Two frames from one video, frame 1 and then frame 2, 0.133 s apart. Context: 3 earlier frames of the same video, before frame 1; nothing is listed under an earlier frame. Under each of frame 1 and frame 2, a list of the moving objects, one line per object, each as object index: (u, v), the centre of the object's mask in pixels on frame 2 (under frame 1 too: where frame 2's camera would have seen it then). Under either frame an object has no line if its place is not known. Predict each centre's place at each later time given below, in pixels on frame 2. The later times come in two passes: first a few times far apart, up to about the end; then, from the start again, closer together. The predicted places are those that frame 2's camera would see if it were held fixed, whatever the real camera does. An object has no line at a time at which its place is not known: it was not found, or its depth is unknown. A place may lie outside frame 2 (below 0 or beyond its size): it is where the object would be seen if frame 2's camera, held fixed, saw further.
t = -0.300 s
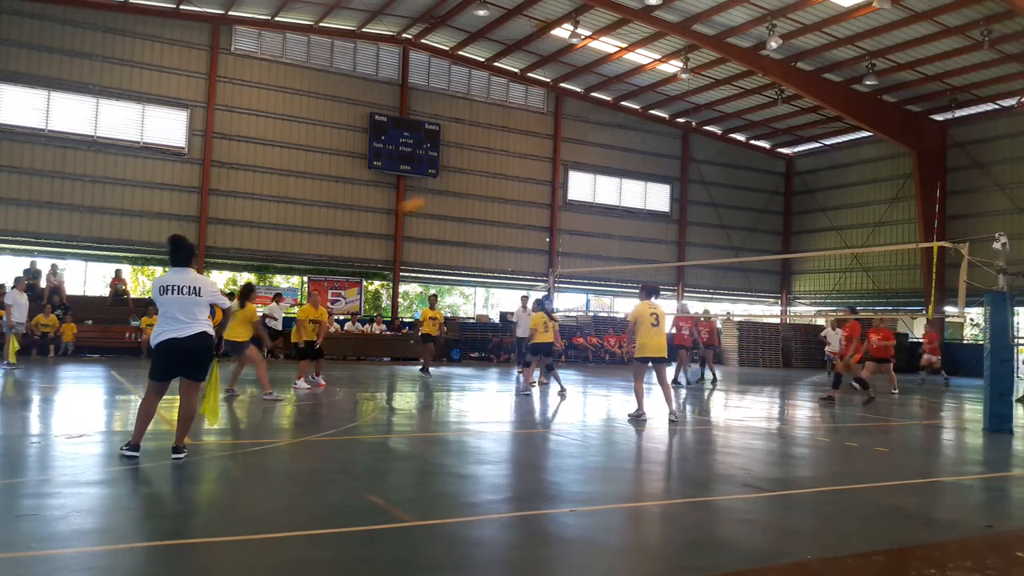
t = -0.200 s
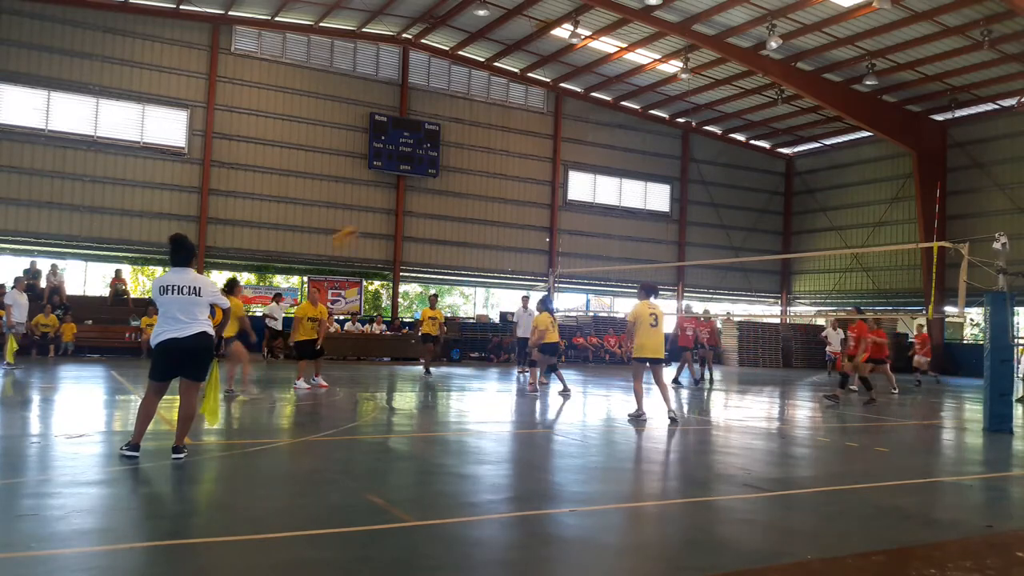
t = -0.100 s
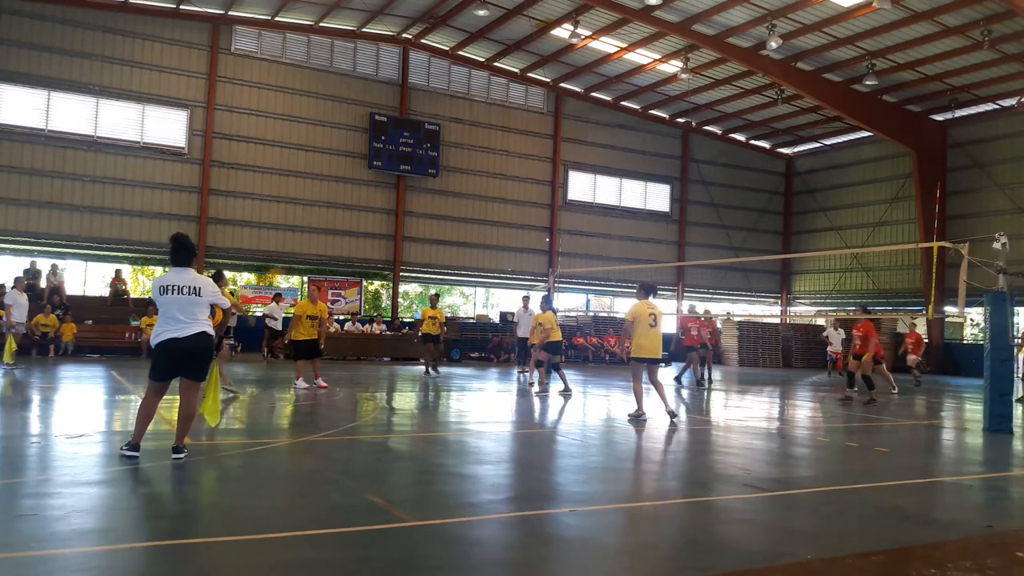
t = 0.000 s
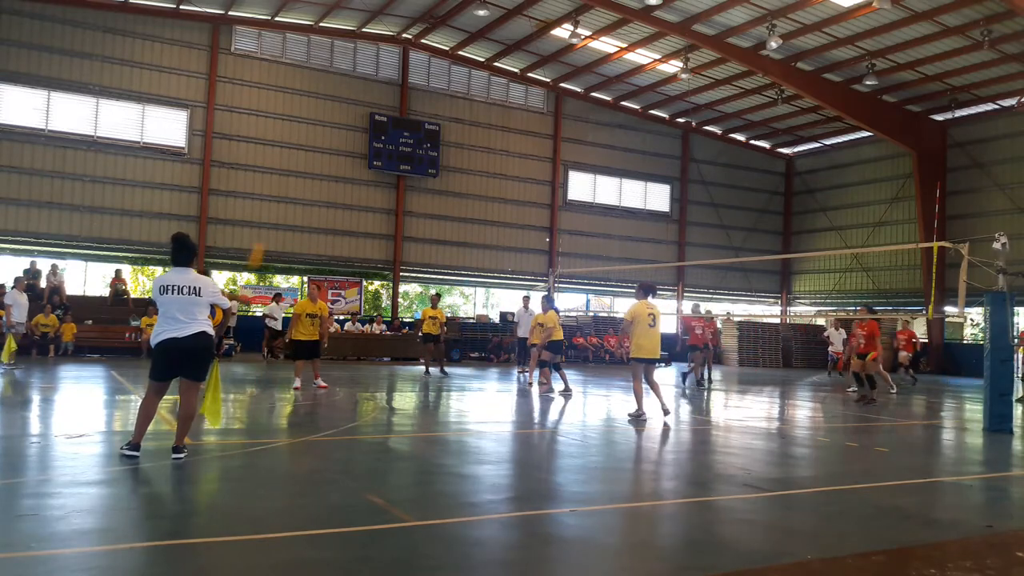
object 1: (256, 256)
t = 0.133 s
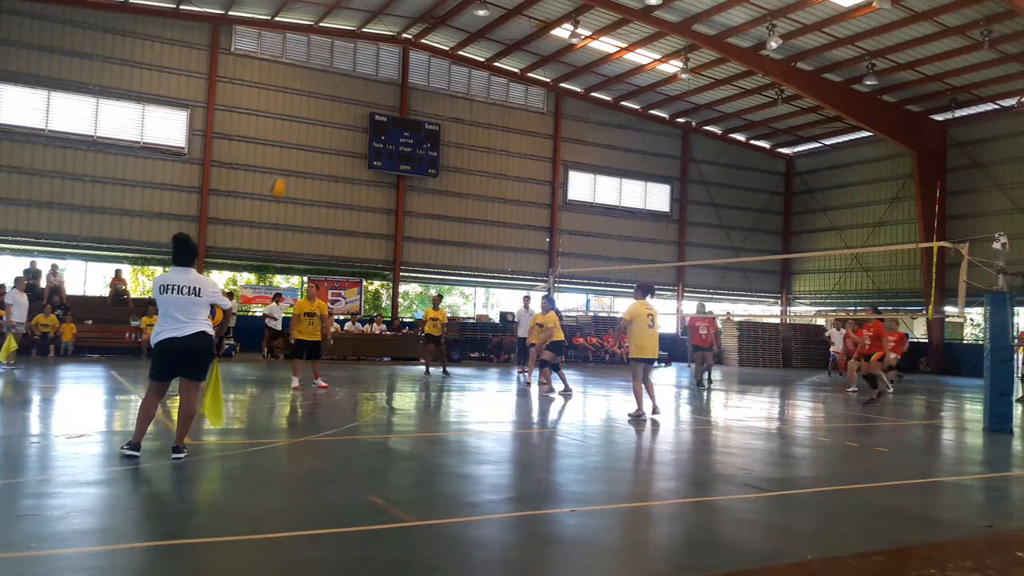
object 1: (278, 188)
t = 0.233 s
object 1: (294, 144)
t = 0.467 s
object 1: (329, 72)
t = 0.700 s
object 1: (363, 39)
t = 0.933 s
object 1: (398, 48)
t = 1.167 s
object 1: (430, 104)
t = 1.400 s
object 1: (462, 210)
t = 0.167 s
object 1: (284, 173)
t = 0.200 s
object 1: (289, 156)
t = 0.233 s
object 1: (294, 144)
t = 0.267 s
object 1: (299, 131)
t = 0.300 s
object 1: (304, 118)
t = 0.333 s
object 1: (308, 108)
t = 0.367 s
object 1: (315, 98)
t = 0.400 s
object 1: (320, 87)
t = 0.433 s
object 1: (324, 77)
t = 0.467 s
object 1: (329, 72)
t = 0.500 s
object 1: (333, 64)
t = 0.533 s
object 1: (338, 58)
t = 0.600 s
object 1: (348, 47)
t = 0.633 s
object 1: (354, 43)
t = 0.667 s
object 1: (359, 40)
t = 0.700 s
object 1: (363, 39)
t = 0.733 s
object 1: (367, 37)
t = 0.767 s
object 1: (373, 36)
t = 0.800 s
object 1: (378, 37)
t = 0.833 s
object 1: (384, 39)
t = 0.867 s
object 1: (389, 40)
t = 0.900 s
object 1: (394, 43)
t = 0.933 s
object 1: (398, 48)
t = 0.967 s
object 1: (402, 53)
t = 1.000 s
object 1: (406, 59)
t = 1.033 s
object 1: (411, 66)
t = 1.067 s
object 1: (416, 73)
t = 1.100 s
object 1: (420, 83)
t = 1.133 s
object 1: (425, 93)
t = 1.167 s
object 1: (430, 104)
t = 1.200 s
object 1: (435, 116)
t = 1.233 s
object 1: (439, 130)
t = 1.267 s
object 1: (443, 142)
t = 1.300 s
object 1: (448, 157)
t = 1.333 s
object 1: (452, 174)
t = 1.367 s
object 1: (457, 191)
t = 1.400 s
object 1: (462, 210)
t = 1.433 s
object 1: (467, 230)
